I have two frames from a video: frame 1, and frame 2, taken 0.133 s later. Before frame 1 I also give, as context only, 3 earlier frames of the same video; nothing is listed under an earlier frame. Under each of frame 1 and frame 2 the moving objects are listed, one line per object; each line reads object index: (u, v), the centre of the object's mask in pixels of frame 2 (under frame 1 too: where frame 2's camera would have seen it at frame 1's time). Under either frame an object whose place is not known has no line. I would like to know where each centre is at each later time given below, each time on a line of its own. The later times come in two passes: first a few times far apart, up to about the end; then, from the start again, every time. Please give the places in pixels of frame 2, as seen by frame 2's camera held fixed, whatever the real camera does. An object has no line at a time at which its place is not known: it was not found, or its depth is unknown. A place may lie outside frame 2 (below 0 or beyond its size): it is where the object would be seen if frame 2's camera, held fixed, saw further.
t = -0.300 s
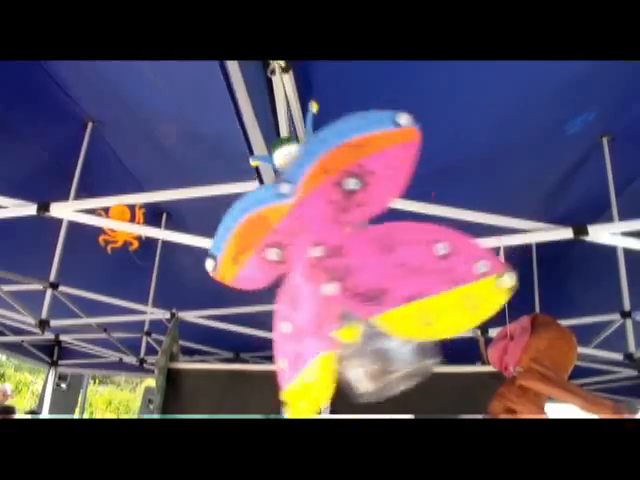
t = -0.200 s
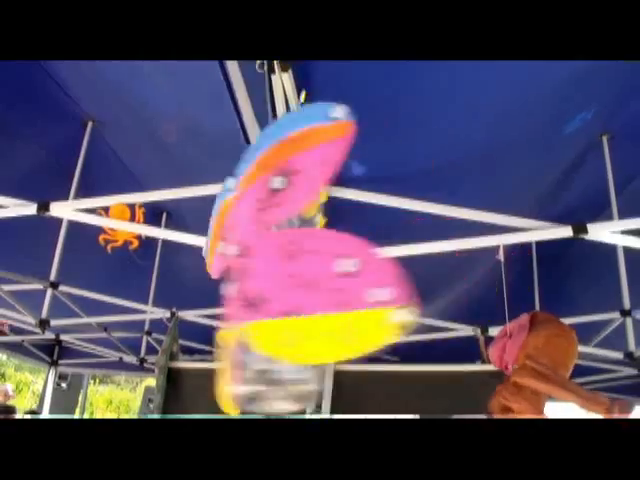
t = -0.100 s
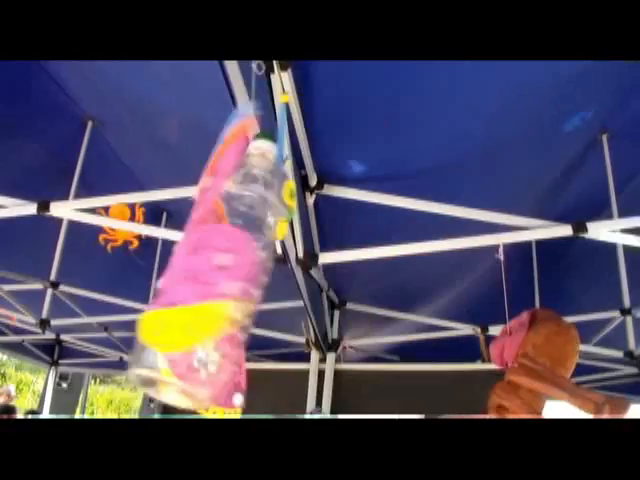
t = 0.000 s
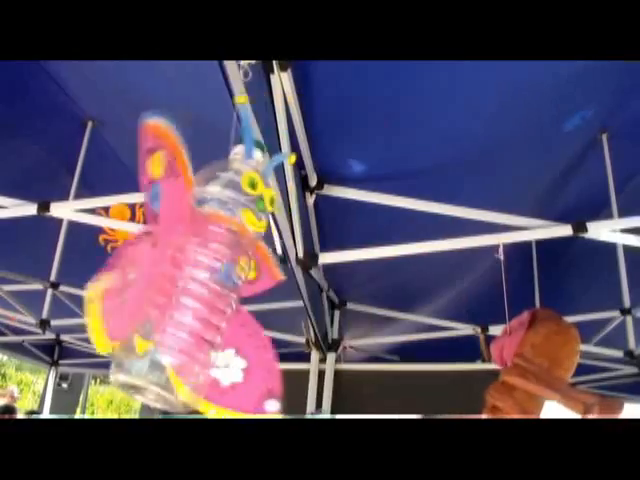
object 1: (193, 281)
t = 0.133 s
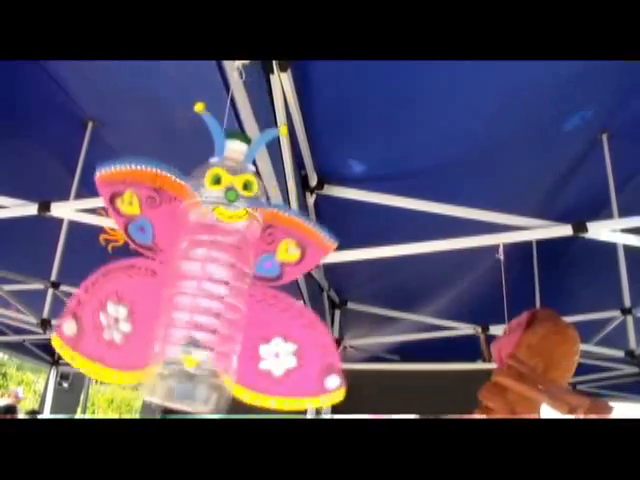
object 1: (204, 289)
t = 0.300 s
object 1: (242, 291)
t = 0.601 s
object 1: (292, 294)
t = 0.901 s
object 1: (306, 287)
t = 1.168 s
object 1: (332, 279)
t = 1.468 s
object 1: (366, 275)
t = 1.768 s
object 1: (396, 259)
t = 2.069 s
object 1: (389, 247)
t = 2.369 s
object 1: (316, 295)
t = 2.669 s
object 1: (314, 288)
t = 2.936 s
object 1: (306, 293)
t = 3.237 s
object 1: (310, 283)
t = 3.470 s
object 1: (289, 297)
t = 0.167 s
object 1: (212, 289)
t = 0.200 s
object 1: (220, 289)
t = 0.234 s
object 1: (228, 289)
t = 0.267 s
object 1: (235, 290)
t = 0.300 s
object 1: (242, 291)
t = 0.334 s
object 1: (249, 292)
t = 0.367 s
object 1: (256, 294)
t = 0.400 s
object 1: (262, 295)
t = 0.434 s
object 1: (268, 296)
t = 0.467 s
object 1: (273, 296)
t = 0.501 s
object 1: (278, 296)
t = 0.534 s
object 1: (283, 295)
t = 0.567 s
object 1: (288, 295)
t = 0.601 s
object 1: (292, 294)
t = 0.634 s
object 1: (296, 294)
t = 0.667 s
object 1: (299, 294)
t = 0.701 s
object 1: (300, 290)
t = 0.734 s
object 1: (302, 289)
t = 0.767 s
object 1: (304, 288)
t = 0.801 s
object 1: (305, 288)
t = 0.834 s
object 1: (305, 288)
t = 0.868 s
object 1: (306, 287)
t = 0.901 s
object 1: (306, 287)
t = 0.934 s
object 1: (308, 287)
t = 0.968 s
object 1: (310, 287)
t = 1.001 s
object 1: (313, 286)
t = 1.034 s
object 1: (316, 285)
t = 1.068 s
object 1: (320, 283)
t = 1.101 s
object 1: (326, 282)
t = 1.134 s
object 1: (330, 280)
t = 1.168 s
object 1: (332, 279)
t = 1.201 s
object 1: (333, 276)
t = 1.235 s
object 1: (334, 275)
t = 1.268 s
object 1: (336, 276)
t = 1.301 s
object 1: (341, 278)
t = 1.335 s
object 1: (347, 282)
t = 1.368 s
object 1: (354, 283)
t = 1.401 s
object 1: (359, 281)
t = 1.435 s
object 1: (362, 278)
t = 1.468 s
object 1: (366, 275)
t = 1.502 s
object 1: (373, 273)
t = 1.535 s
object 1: (378, 270)
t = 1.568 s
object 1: (383, 267)
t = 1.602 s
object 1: (385, 265)
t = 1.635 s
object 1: (385, 262)
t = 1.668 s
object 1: (387, 261)
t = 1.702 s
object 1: (390, 261)
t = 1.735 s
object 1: (394, 262)
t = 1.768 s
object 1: (396, 259)
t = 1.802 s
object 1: (400, 258)
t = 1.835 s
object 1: (401, 255)
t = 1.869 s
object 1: (401, 252)
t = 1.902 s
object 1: (400, 249)
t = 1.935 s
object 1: (399, 247)
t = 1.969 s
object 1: (398, 245)
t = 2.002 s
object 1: (397, 245)
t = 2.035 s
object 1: (393, 245)
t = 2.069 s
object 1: (389, 247)
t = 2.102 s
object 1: (382, 250)
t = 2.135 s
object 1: (372, 254)
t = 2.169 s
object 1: (363, 262)
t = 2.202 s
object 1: (353, 269)
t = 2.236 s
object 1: (342, 277)
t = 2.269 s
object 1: (335, 285)
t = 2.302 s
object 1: (328, 291)
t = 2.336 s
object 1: (321, 295)
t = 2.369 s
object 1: (316, 295)
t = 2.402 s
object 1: (311, 295)
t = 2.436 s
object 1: (308, 295)
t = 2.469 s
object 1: (307, 295)
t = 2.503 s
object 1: (308, 295)
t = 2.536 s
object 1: (310, 294)
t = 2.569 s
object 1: (312, 293)
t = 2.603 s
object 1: (313, 291)
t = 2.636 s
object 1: (314, 289)
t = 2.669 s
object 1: (314, 288)
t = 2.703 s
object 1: (315, 288)
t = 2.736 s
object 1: (314, 289)
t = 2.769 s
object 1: (313, 290)
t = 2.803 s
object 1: (311, 291)
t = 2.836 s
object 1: (310, 292)
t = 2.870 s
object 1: (309, 292)
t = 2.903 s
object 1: (308, 293)
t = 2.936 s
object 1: (306, 293)
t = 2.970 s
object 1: (305, 293)
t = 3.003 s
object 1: (304, 292)
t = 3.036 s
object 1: (305, 291)
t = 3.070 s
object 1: (306, 289)
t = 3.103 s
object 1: (308, 288)
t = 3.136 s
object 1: (310, 286)
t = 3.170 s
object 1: (311, 285)
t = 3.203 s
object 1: (310, 284)
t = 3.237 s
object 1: (310, 283)
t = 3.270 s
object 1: (310, 285)
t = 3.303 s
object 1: (310, 286)
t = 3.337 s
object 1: (309, 286)
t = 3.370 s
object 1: (307, 286)
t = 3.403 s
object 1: (304, 289)
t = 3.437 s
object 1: (298, 293)
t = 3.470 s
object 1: (289, 297)
